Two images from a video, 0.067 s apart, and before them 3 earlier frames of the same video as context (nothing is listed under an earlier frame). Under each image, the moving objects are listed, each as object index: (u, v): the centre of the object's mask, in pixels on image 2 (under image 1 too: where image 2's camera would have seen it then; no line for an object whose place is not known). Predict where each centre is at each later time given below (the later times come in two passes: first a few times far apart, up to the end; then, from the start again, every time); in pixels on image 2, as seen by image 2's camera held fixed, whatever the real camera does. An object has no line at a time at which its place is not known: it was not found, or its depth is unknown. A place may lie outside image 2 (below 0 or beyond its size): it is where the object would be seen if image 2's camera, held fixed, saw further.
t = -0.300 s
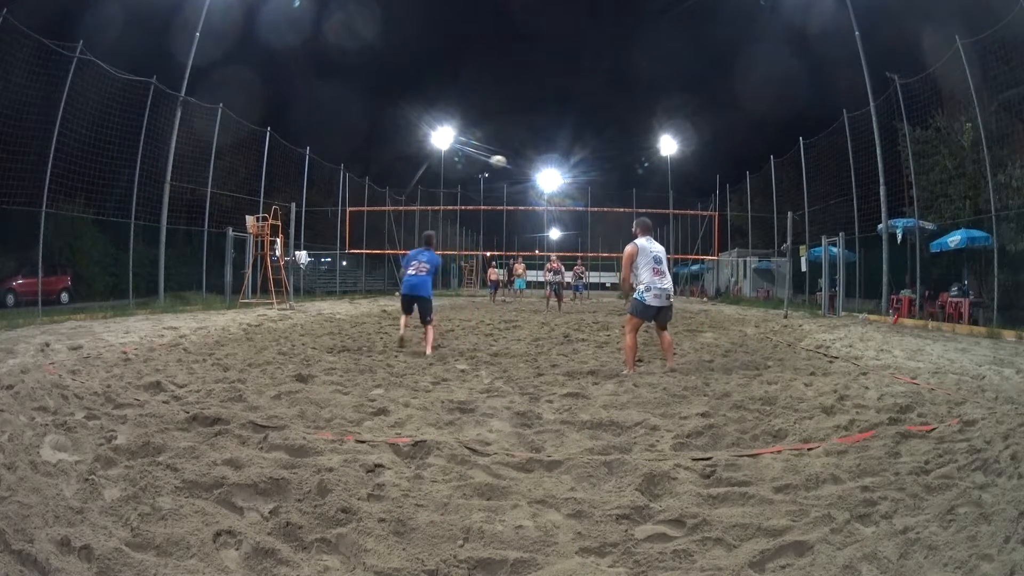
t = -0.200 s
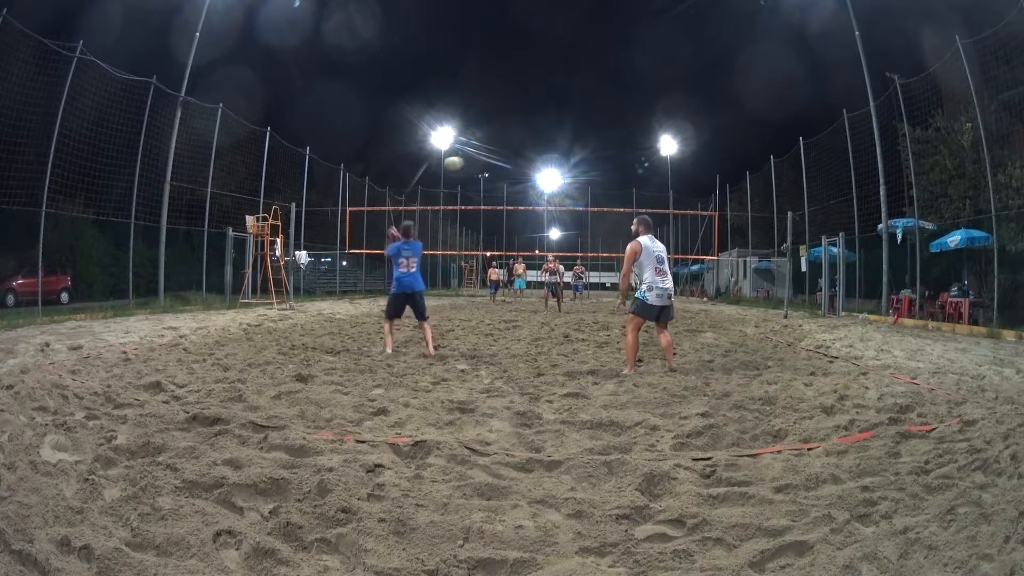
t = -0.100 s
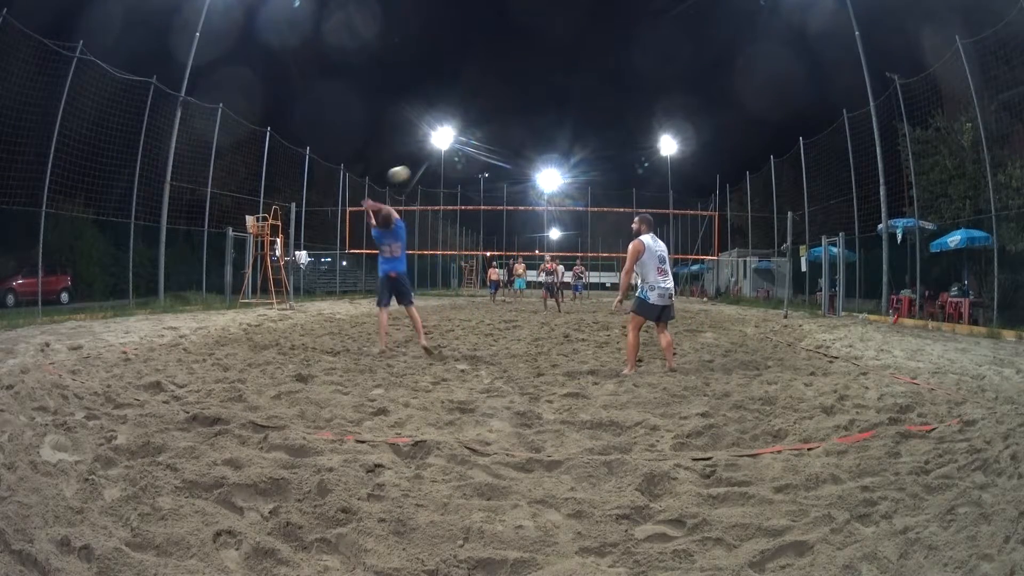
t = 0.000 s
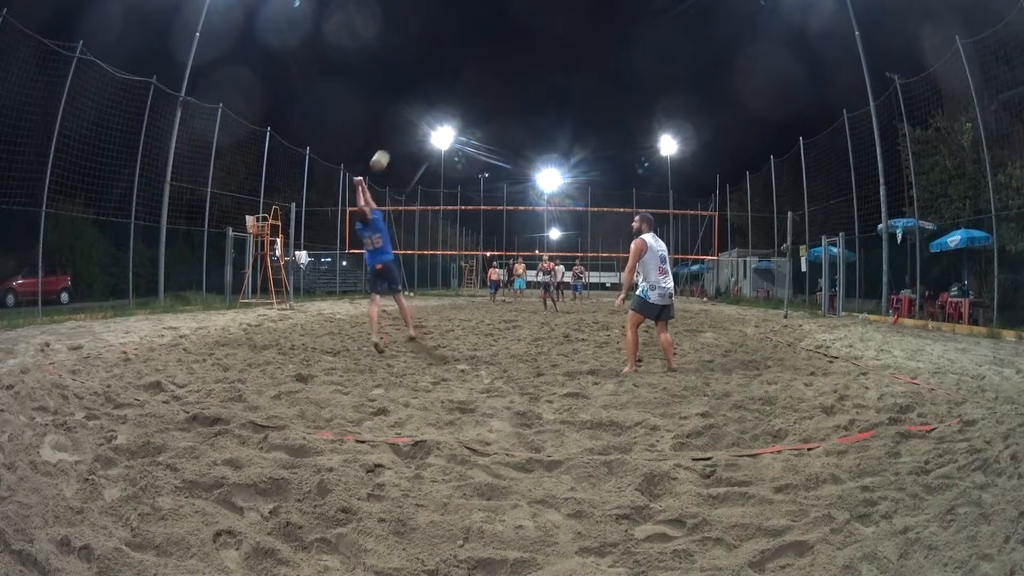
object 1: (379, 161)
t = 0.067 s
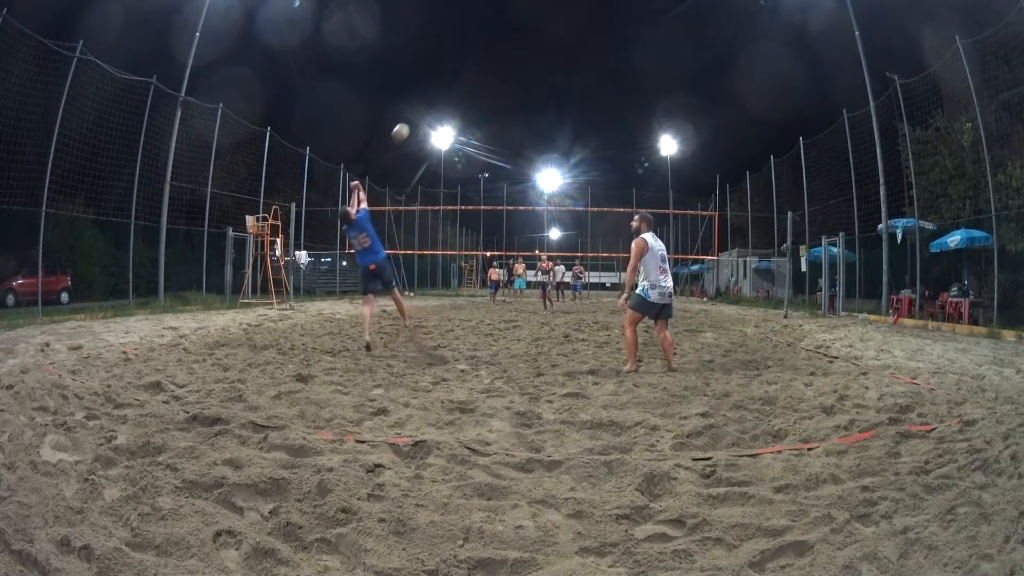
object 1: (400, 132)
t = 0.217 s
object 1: (438, 91)
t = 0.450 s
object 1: (474, 66)
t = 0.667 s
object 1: (498, 66)
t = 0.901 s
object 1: (516, 84)
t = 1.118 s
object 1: (530, 112)
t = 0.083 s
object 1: (405, 126)
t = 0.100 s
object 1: (410, 120)
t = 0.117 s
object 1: (414, 115)
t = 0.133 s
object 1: (419, 110)
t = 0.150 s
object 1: (423, 105)
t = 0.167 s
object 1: (427, 101)
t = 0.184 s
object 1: (431, 98)
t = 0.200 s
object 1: (434, 94)
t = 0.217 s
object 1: (438, 91)
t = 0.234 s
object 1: (441, 87)
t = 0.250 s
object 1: (444, 85)
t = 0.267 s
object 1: (447, 82)
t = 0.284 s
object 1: (450, 80)
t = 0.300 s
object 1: (453, 78)
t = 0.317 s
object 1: (456, 76)
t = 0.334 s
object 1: (457, 74)
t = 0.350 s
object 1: (461, 72)
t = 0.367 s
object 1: (463, 70)
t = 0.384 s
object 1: (465, 69)
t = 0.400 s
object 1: (468, 68)
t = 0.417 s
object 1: (470, 67)
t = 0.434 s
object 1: (472, 66)
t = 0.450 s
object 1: (474, 66)
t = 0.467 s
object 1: (477, 65)
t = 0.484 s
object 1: (479, 64)
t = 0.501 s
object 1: (481, 64)
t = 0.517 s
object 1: (483, 64)
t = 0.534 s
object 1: (485, 64)
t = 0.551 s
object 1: (486, 63)
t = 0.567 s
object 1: (488, 63)
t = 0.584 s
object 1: (490, 64)
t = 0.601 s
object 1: (491, 64)
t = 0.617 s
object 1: (493, 64)
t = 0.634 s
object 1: (495, 65)
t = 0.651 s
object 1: (496, 65)
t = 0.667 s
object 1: (498, 66)
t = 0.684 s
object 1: (499, 67)
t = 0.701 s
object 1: (501, 68)
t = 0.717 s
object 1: (502, 69)
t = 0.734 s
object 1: (503, 69)
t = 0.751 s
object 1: (505, 71)
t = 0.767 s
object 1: (506, 72)
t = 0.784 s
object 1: (507, 73)
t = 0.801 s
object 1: (509, 74)
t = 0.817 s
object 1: (510, 76)
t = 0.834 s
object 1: (511, 77)
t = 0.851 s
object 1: (513, 79)
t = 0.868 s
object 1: (514, 80)
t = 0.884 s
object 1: (515, 82)
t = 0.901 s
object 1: (516, 84)
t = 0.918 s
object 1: (517, 85)
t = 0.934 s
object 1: (518, 87)
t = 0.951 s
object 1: (520, 89)
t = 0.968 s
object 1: (521, 91)
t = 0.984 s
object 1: (522, 93)
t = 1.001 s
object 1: (523, 95)
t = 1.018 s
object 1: (524, 97)
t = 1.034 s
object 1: (525, 100)
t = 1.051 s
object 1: (526, 102)
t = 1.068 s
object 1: (527, 105)
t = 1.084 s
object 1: (528, 107)
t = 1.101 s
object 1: (529, 110)
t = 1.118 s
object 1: (530, 112)
